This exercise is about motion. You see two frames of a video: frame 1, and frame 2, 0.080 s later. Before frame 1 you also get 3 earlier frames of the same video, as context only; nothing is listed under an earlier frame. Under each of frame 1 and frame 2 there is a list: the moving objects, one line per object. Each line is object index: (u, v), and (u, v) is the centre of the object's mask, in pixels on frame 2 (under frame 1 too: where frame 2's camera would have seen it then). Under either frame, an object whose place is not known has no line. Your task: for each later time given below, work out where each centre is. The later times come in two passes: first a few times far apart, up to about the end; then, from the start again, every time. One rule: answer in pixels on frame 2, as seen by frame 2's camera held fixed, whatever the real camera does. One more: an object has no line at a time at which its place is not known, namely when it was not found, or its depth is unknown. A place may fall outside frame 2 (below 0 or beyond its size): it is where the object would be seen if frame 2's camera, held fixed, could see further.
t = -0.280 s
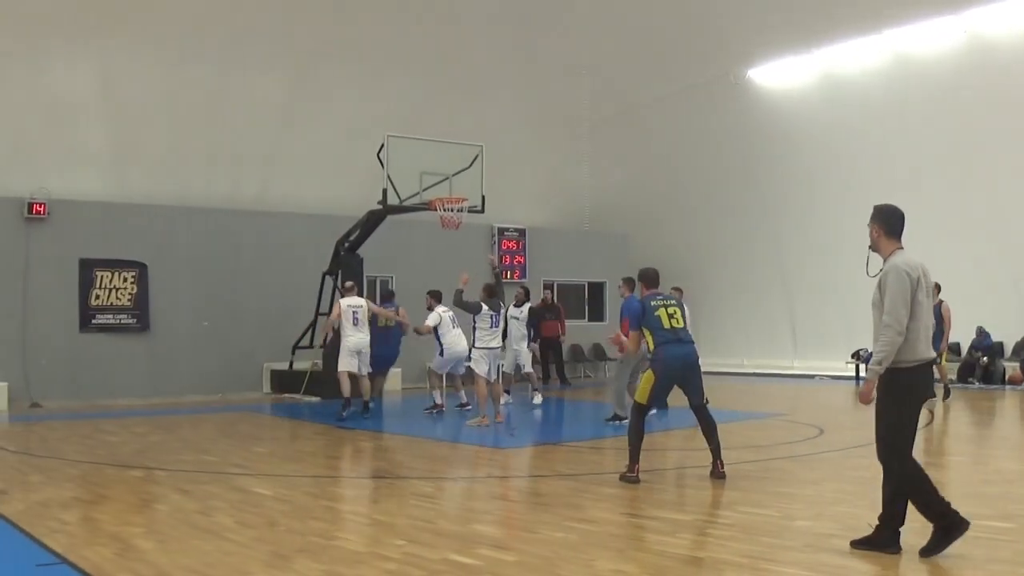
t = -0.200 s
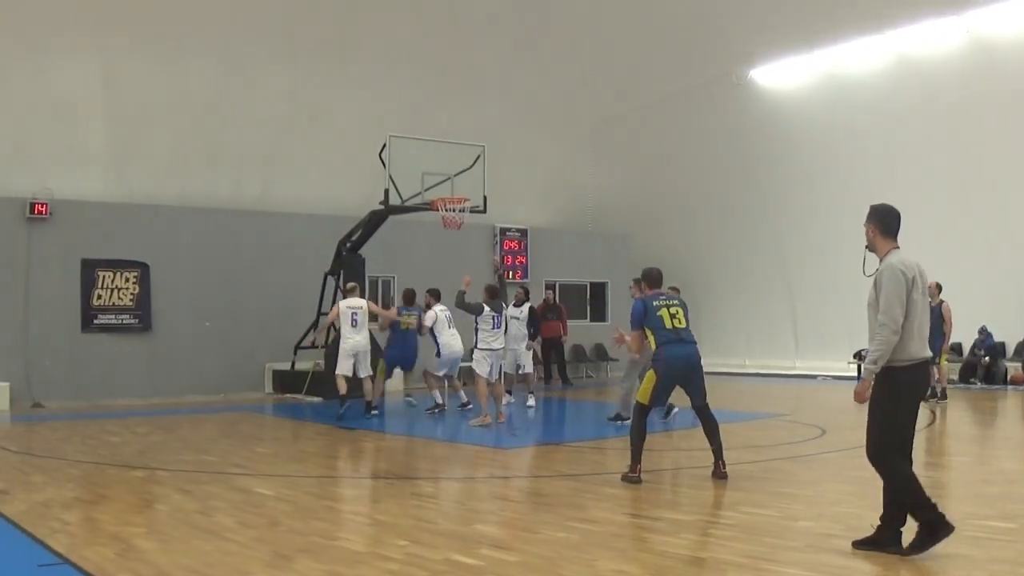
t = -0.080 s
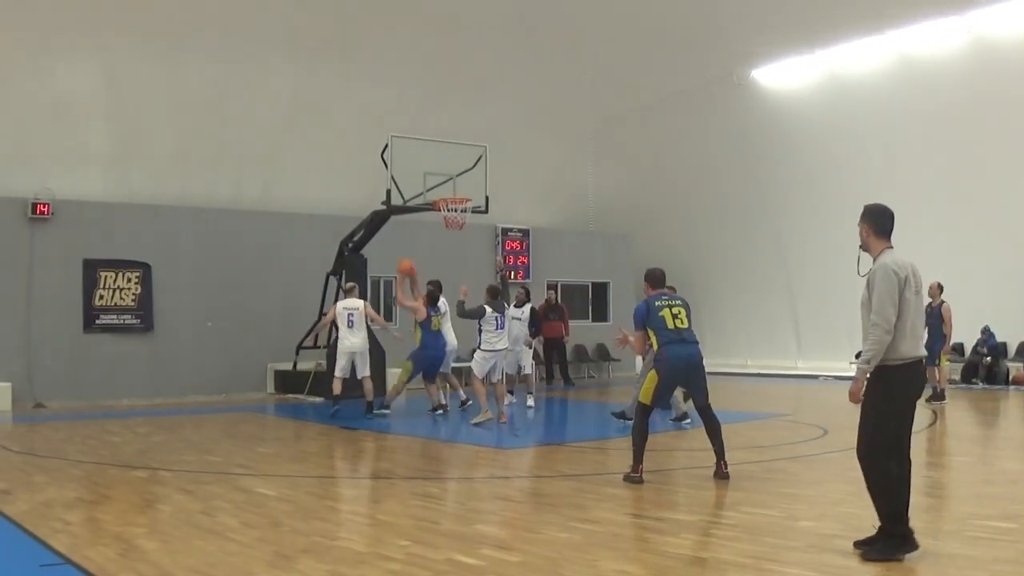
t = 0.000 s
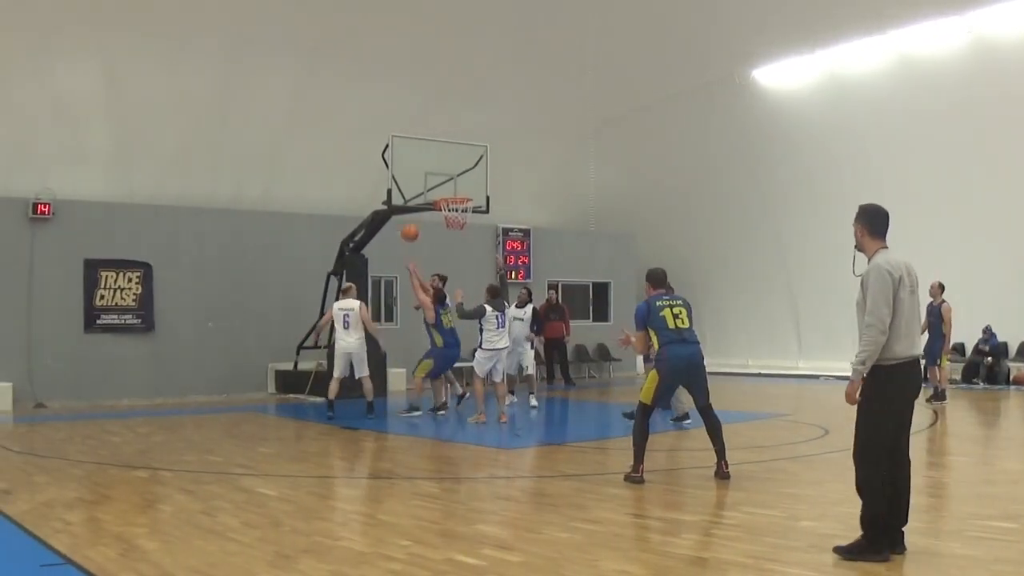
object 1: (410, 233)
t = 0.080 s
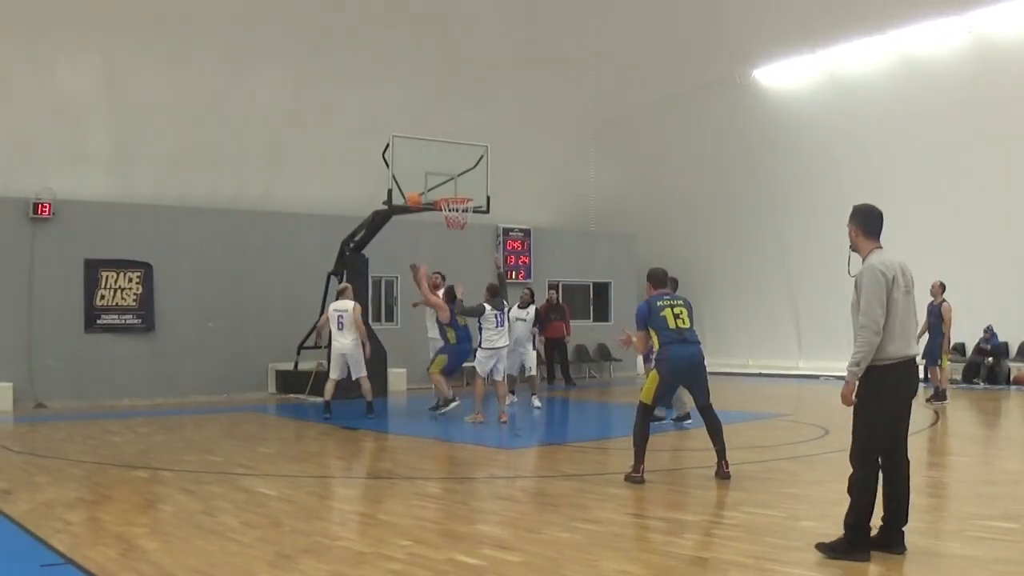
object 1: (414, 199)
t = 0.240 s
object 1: (419, 152)
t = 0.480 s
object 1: (428, 112)
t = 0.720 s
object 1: (436, 111)
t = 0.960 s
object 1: (445, 150)
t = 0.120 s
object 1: (415, 187)
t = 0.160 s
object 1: (416, 175)
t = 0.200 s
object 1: (417, 163)
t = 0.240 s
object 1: (419, 152)
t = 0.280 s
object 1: (421, 143)
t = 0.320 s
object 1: (422, 135)
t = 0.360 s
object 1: (424, 127)
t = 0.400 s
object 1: (425, 121)
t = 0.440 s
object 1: (426, 116)
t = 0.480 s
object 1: (428, 112)
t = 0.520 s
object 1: (429, 110)
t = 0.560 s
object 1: (431, 108)
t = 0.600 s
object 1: (432, 107)
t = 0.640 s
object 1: (434, 107)
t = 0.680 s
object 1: (435, 109)
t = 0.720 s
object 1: (436, 111)
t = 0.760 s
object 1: (438, 115)
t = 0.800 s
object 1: (440, 119)
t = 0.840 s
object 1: (441, 125)
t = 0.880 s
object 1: (442, 132)
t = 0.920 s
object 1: (444, 141)
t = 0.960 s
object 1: (445, 150)
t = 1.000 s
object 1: (446, 161)
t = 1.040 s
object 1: (447, 172)
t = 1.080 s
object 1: (449, 186)
